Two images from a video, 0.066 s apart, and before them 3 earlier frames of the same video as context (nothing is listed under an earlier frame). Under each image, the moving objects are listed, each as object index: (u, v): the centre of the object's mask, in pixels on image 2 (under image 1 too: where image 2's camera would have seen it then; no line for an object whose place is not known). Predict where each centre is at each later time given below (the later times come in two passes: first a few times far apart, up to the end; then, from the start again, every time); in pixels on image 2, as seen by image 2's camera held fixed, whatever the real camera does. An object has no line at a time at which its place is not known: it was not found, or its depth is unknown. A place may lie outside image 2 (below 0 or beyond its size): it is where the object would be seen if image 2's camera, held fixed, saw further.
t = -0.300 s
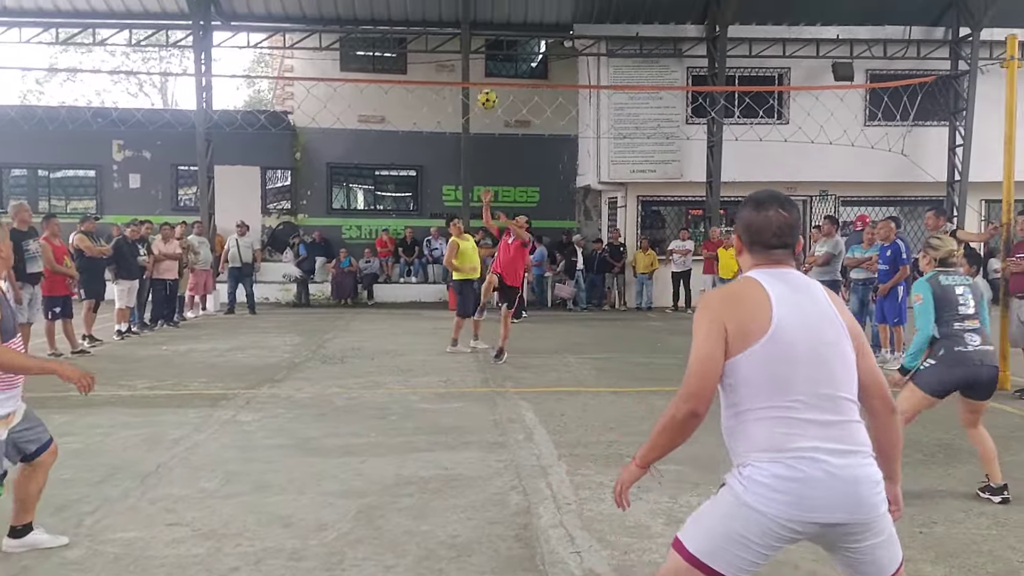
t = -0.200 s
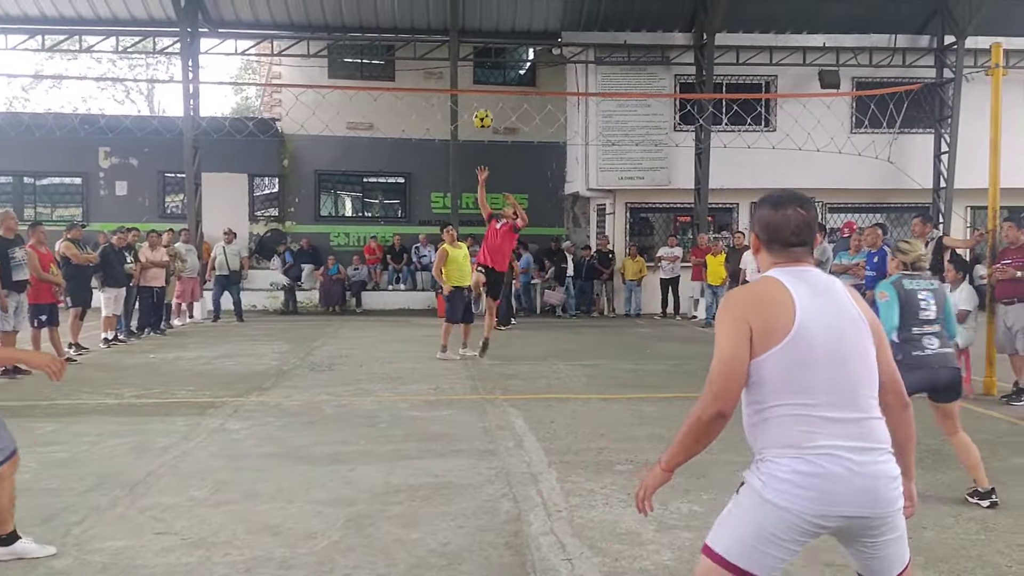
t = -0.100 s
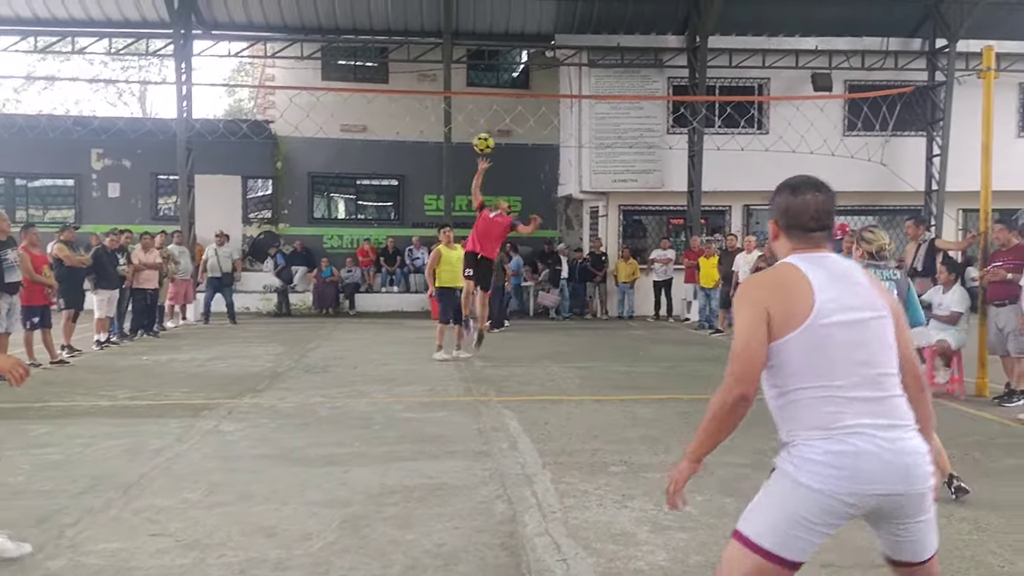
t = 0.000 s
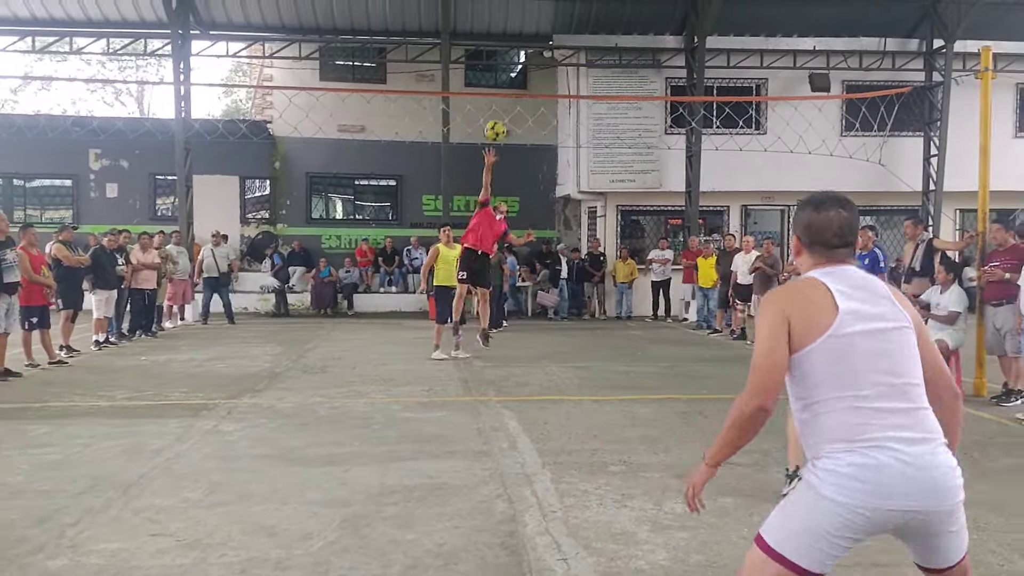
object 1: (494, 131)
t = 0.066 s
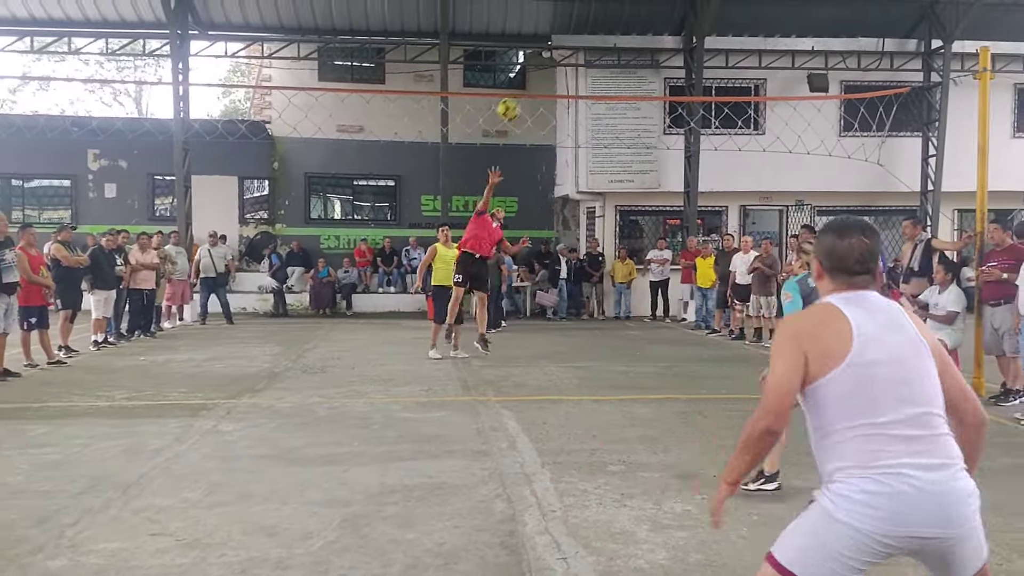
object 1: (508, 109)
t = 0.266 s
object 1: (562, 58)
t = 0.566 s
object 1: (688, 49)
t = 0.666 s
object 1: (754, 82)
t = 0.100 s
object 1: (516, 100)
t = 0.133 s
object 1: (525, 87)
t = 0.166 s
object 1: (533, 81)
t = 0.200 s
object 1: (542, 72)
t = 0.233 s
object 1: (552, 65)
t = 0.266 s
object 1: (562, 58)
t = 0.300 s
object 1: (573, 53)
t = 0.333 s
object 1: (585, 47)
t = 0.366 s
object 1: (596, 43)
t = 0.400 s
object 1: (609, 40)
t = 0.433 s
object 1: (622, 38)
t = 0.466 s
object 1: (637, 39)
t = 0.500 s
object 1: (653, 40)
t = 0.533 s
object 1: (669, 43)
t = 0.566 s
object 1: (688, 49)
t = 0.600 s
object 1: (707, 57)
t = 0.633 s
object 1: (729, 68)
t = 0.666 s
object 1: (754, 82)
